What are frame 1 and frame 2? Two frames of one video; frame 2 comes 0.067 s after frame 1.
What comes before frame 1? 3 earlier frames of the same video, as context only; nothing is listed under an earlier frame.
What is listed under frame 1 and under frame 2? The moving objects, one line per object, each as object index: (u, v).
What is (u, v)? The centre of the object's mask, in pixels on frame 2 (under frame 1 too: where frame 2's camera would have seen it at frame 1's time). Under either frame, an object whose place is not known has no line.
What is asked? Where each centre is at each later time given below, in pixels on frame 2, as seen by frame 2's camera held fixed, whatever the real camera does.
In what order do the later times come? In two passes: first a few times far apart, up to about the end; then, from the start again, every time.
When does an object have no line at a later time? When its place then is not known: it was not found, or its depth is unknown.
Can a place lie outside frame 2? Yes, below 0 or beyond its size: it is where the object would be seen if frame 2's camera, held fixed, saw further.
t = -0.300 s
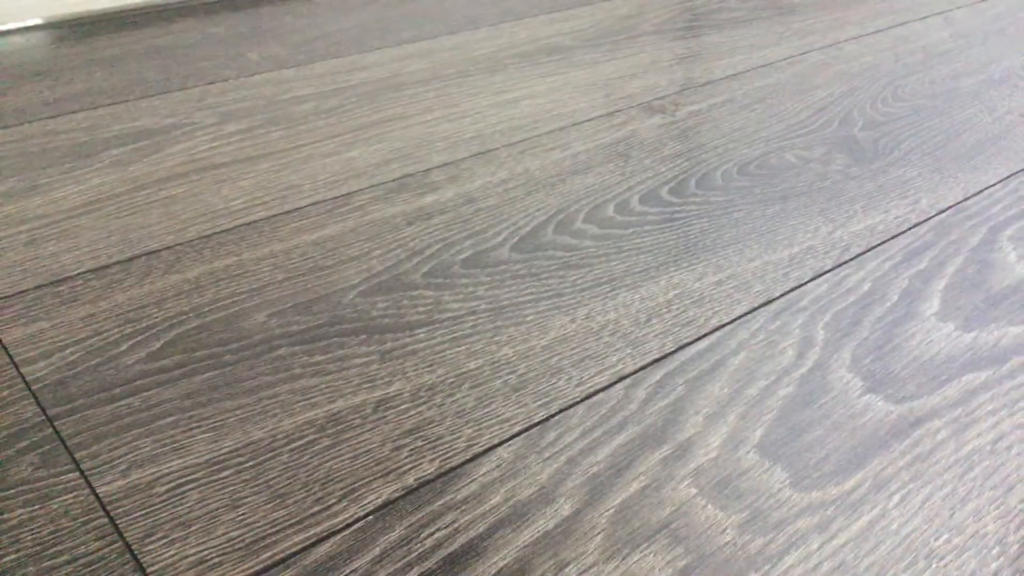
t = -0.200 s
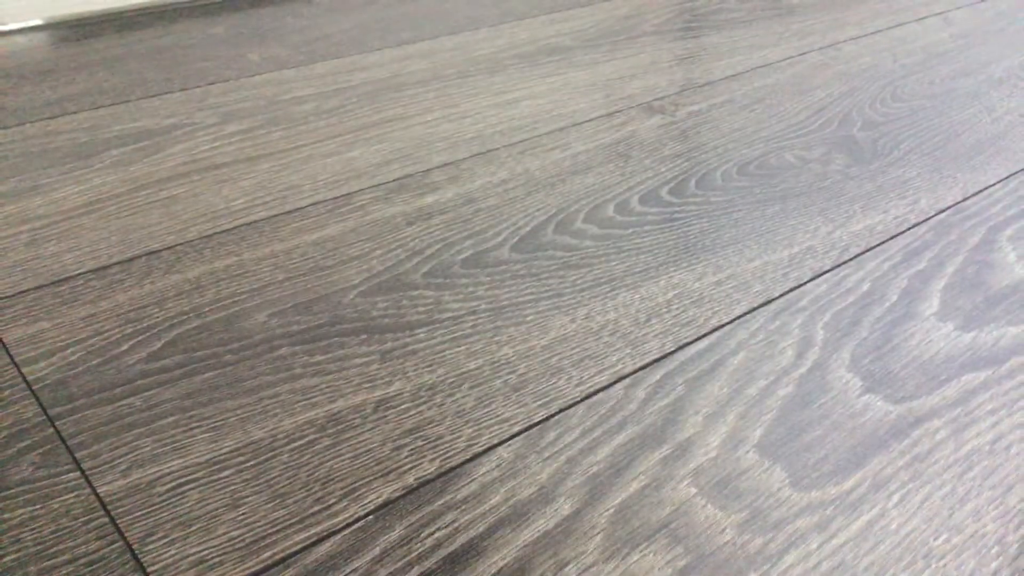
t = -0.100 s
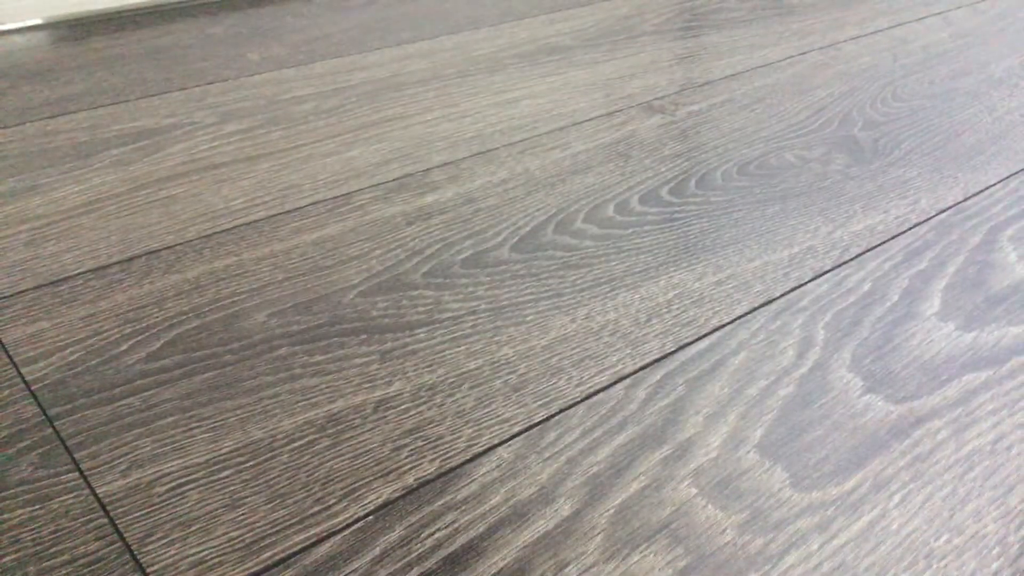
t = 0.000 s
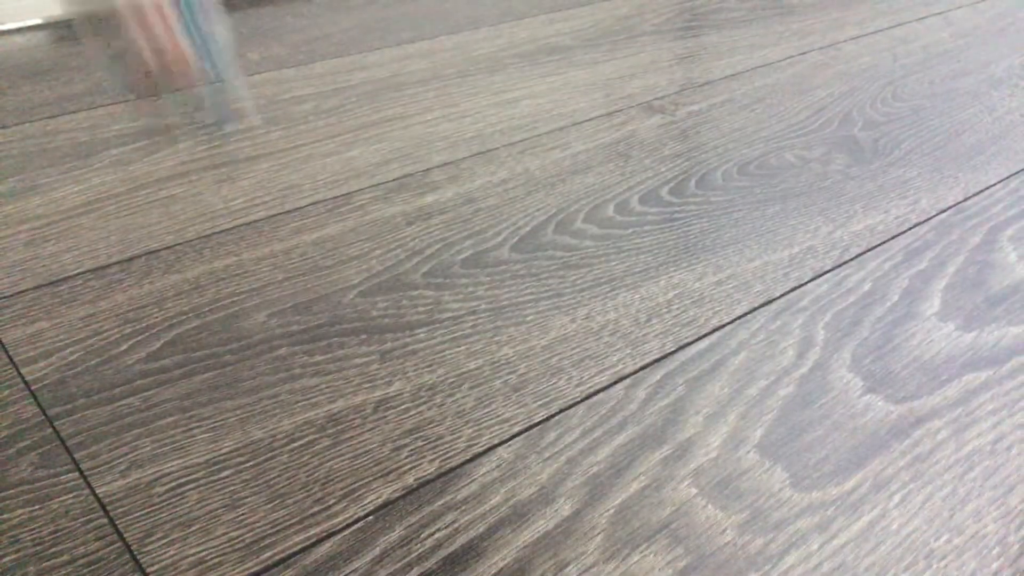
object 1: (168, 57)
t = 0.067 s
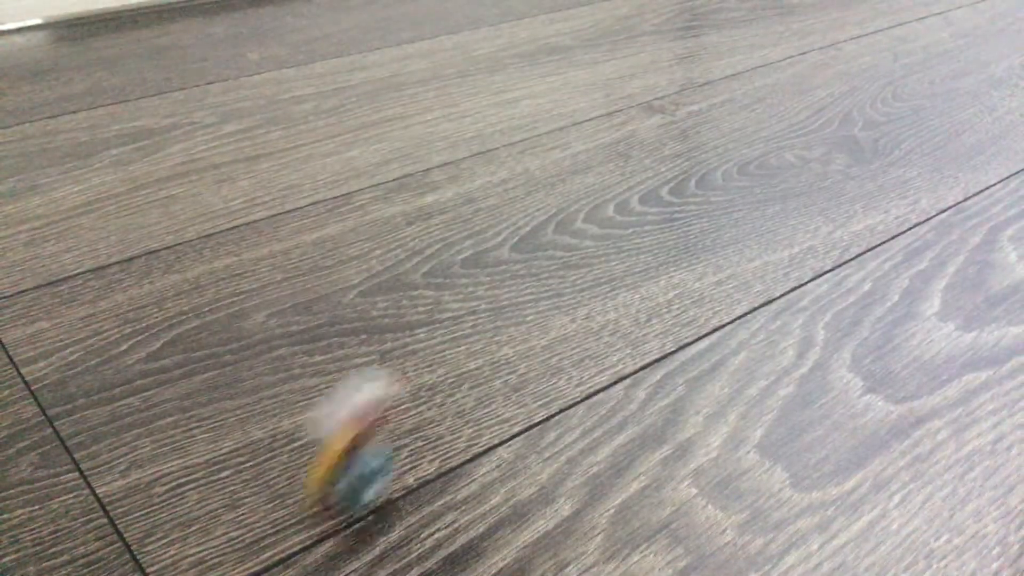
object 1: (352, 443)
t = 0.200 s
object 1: (666, 352)
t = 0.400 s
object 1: (942, 275)
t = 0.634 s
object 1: (926, 248)
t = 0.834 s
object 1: (932, 249)
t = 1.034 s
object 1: (932, 249)
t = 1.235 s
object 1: (932, 249)
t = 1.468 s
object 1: (932, 248)
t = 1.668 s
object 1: (932, 248)
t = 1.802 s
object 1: (932, 249)
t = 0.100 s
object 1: (431, 377)
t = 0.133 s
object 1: (518, 332)
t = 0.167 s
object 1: (598, 332)
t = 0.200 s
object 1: (666, 352)
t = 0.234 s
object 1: (734, 326)
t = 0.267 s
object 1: (794, 327)
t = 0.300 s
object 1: (847, 282)
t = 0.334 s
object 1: (891, 274)
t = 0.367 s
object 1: (925, 278)
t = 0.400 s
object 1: (942, 275)
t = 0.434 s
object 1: (962, 275)
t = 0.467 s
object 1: (972, 265)
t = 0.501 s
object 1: (967, 258)
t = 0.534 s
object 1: (958, 255)
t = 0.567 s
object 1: (945, 254)
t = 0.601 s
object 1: (932, 249)
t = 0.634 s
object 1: (926, 248)
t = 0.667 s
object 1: (927, 248)
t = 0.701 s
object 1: (932, 248)
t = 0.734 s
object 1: (932, 249)
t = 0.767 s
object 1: (932, 249)
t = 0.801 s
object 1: (932, 249)
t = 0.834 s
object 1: (932, 249)
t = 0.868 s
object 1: (932, 249)
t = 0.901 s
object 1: (932, 249)
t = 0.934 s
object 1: (932, 249)
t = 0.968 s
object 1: (932, 248)
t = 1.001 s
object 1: (932, 248)
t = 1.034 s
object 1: (932, 249)
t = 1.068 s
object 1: (932, 249)
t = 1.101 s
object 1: (932, 249)
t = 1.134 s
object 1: (932, 249)
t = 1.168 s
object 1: (932, 249)
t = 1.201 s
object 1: (932, 249)
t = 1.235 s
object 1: (932, 249)
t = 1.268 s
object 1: (932, 248)
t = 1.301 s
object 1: (932, 248)
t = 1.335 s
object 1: (932, 249)
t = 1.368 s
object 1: (932, 249)
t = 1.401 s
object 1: (932, 249)
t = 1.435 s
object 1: (932, 248)
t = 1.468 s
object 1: (932, 248)
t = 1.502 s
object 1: (932, 248)
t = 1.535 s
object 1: (932, 249)
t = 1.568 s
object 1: (932, 249)
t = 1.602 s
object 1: (932, 249)
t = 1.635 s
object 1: (932, 249)
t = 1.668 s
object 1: (932, 248)
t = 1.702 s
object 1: (932, 249)
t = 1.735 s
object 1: (932, 248)
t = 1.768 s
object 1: (932, 249)
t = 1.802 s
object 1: (932, 249)
